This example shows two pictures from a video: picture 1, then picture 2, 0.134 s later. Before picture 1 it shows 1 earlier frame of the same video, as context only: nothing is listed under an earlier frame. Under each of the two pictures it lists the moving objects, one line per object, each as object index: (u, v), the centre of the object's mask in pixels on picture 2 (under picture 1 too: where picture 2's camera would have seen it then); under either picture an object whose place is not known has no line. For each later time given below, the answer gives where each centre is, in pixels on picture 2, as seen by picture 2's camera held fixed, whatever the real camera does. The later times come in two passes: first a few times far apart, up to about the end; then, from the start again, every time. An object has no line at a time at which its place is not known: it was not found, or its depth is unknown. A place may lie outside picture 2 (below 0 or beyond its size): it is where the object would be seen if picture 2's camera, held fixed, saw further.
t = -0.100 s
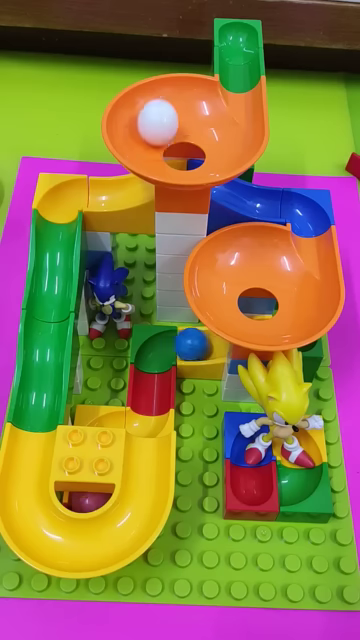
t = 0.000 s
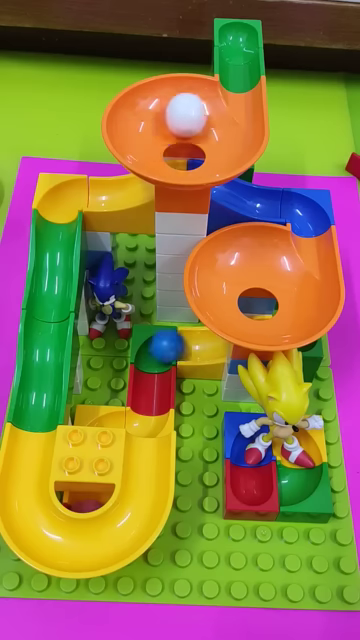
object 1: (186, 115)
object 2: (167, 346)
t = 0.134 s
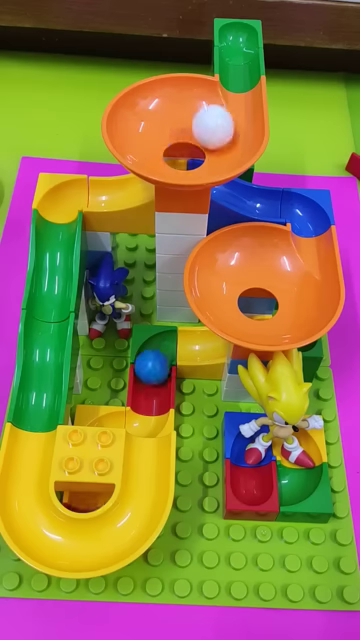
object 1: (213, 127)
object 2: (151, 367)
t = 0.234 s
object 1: (204, 149)
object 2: (150, 388)
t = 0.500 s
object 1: (155, 135)
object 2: (131, 422)
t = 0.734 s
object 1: (202, 125)
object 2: (99, 425)
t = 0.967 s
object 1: (189, 157)
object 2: (100, 424)
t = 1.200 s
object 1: (158, 125)
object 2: (109, 421)
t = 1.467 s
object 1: (207, 133)
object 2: (132, 422)
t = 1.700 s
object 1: (182, 155)
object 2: (143, 420)
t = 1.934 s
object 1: (159, 125)
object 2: (147, 417)
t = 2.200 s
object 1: (210, 142)
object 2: (145, 418)
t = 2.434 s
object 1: (159, 141)
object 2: (143, 420)
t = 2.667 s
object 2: (137, 422)
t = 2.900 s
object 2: (132, 423)
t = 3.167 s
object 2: (136, 422)
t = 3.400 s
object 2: (140, 422)
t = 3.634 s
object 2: (136, 423)
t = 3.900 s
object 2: (139, 422)
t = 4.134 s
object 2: (137, 423)
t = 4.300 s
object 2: (136, 418)
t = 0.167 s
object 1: (213, 134)
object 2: (152, 374)
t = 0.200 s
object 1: (211, 142)
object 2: (151, 381)
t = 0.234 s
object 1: (204, 149)
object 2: (150, 388)
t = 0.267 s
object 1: (195, 154)
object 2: (150, 395)
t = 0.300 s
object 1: (184, 157)
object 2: (150, 401)
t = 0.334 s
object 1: (173, 156)
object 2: (150, 407)
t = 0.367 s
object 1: (164, 154)
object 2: (149, 413)
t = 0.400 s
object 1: (158, 151)
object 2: (146, 418)
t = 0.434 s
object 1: (154, 147)
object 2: (142, 421)
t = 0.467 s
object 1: (153, 141)
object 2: (137, 422)
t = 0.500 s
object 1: (155, 135)
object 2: (131, 422)
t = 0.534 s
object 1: (160, 128)
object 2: (124, 421)
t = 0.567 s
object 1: (166, 122)
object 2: (117, 421)
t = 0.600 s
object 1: (173, 117)
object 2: (110, 421)
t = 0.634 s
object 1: (181, 115)
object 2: (105, 422)
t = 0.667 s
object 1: (190, 115)
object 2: (101, 423)
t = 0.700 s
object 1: (197, 119)
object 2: (100, 424)
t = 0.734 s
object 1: (202, 125)
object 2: (99, 425)
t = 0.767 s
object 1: (206, 133)
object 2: (98, 425)
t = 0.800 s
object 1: (208, 140)
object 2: (98, 425)
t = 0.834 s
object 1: (209, 146)
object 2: (98, 425)
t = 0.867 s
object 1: (207, 151)
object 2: (98, 425)
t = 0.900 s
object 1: (203, 154)
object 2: (98, 425)
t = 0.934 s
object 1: (197, 156)
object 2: (99, 425)
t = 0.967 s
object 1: (189, 157)
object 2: (100, 424)
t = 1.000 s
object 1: (180, 157)
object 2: (100, 424)
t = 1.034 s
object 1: (171, 154)
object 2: (101, 423)
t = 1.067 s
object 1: (163, 149)
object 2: (102, 423)
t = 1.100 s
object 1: (158, 144)
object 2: (103, 422)
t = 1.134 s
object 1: (155, 137)
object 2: (104, 422)
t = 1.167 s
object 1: (155, 130)
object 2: (107, 421)
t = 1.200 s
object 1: (158, 125)
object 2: (109, 421)
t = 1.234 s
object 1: (162, 121)
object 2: (111, 421)
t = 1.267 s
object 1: (168, 118)
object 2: (114, 421)
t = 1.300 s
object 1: (176, 117)
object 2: (118, 421)
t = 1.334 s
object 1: (184, 118)
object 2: (121, 421)
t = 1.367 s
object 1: (191, 120)
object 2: (125, 421)
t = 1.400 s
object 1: (198, 124)
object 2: (128, 422)
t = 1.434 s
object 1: (203, 128)
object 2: (130, 422)
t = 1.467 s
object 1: (207, 133)
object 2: (132, 422)
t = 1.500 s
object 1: (209, 138)
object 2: (134, 422)
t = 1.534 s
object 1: (209, 143)
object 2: (136, 422)
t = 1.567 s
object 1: (207, 149)
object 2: (139, 422)
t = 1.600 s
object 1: (203, 153)
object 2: (140, 422)
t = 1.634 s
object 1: (197, 156)
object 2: (141, 421)
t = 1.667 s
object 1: (189, 156)
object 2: (142, 421)
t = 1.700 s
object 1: (182, 155)
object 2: (143, 420)
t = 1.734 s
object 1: (174, 153)
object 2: (144, 419)
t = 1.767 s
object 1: (167, 149)
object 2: (144, 419)
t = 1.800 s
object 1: (160, 145)
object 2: (145, 418)
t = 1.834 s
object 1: (155, 140)
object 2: (146, 418)
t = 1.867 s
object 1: (153, 134)
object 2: (146, 418)
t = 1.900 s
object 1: (155, 128)
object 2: (146, 417)
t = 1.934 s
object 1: (159, 125)
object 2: (147, 417)
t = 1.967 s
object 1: (165, 122)
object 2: (147, 417)
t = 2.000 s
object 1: (172, 122)
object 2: (147, 417)
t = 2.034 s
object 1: (180, 124)
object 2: (147, 417)
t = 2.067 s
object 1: (188, 125)
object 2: (146, 417)
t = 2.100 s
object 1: (197, 129)
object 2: (146, 417)
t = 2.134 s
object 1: (205, 134)
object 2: (146, 418)
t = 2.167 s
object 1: (209, 138)
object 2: (146, 418)
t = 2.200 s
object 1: (210, 142)
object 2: (145, 418)
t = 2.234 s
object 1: (208, 147)
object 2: (145, 418)
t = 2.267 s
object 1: (203, 150)
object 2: (145, 419)
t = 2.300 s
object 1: (195, 152)
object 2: (145, 419)
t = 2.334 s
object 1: (185, 152)
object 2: (145, 419)
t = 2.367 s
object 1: (175, 150)
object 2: (144, 419)
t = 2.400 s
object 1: (166, 146)
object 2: (143, 420)
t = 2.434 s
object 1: (159, 141)
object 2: (143, 420)
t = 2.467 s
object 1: (155, 137)
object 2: (142, 421)
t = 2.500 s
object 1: (153, 133)
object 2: (141, 421)
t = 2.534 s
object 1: (154, 131)
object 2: (141, 421)
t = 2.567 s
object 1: (158, 128)
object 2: (140, 422)
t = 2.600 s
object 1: (165, 127)
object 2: (140, 422)
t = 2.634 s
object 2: (138, 422)
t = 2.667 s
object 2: (137, 422)
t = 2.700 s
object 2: (136, 422)
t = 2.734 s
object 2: (135, 422)
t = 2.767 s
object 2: (134, 423)
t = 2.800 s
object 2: (133, 423)
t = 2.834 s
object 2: (132, 422)
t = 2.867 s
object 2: (132, 423)
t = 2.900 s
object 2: (132, 423)
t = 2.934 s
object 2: (132, 423)
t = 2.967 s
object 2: (132, 422)
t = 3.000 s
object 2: (132, 422)
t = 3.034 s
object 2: (133, 422)
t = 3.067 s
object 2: (134, 423)
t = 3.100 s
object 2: (135, 423)
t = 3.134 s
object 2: (135, 423)
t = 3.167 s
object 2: (136, 422)
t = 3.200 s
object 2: (136, 422)
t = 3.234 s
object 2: (138, 422)
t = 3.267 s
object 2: (138, 422)
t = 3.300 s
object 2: (139, 422)
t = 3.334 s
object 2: (140, 422)
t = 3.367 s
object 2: (140, 422)
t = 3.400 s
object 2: (140, 422)
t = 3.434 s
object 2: (140, 422)
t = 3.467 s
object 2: (139, 422)
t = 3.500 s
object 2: (138, 422)
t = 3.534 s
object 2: (137, 423)
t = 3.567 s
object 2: (137, 423)
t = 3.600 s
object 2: (136, 423)
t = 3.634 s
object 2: (136, 423)
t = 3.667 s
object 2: (136, 423)
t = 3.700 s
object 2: (137, 423)
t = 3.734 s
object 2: (137, 422)
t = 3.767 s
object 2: (138, 422)
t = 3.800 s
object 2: (139, 422)
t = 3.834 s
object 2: (139, 422)
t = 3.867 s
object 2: (139, 422)
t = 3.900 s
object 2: (139, 422)
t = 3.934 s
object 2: (139, 422)
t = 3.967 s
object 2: (138, 422)
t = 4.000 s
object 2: (138, 422)
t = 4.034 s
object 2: (137, 422)
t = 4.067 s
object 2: (137, 423)
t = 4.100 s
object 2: (137, 423)
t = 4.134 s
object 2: (137, 423)
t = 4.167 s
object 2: (137, 422)
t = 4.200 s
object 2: (138, 422)
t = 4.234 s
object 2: (138, 422)
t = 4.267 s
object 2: (139, 422)
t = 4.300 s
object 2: (136, 418)
